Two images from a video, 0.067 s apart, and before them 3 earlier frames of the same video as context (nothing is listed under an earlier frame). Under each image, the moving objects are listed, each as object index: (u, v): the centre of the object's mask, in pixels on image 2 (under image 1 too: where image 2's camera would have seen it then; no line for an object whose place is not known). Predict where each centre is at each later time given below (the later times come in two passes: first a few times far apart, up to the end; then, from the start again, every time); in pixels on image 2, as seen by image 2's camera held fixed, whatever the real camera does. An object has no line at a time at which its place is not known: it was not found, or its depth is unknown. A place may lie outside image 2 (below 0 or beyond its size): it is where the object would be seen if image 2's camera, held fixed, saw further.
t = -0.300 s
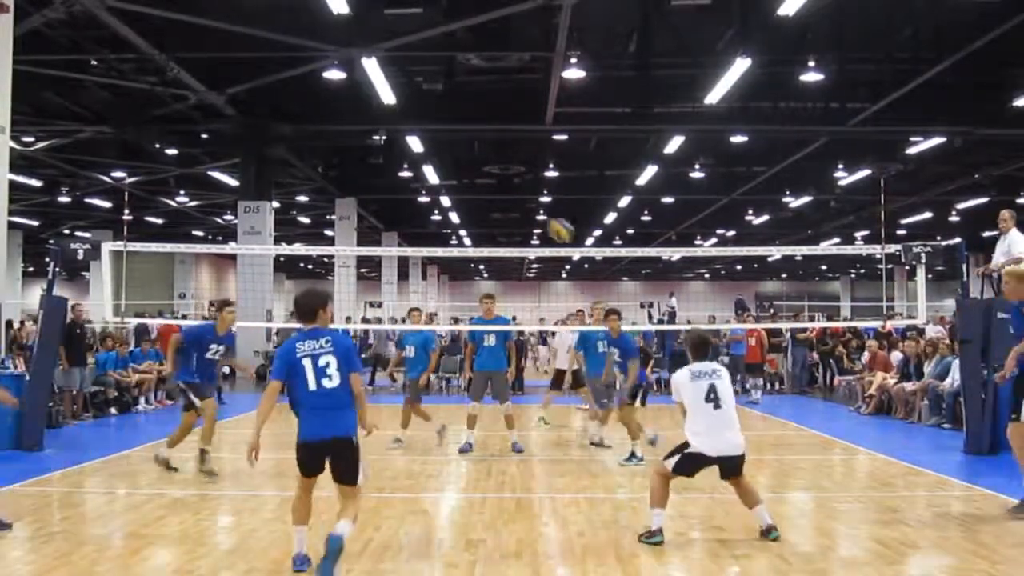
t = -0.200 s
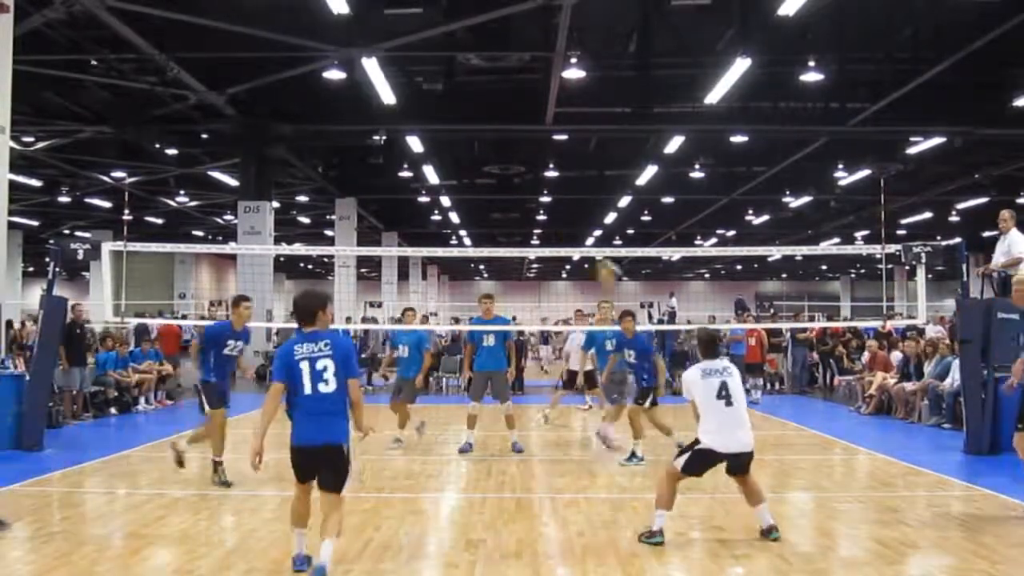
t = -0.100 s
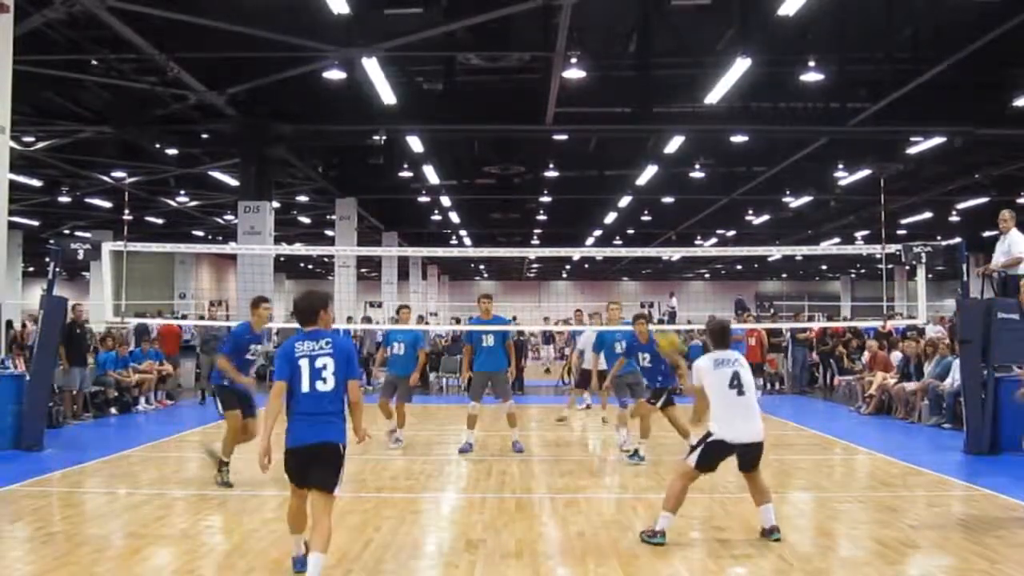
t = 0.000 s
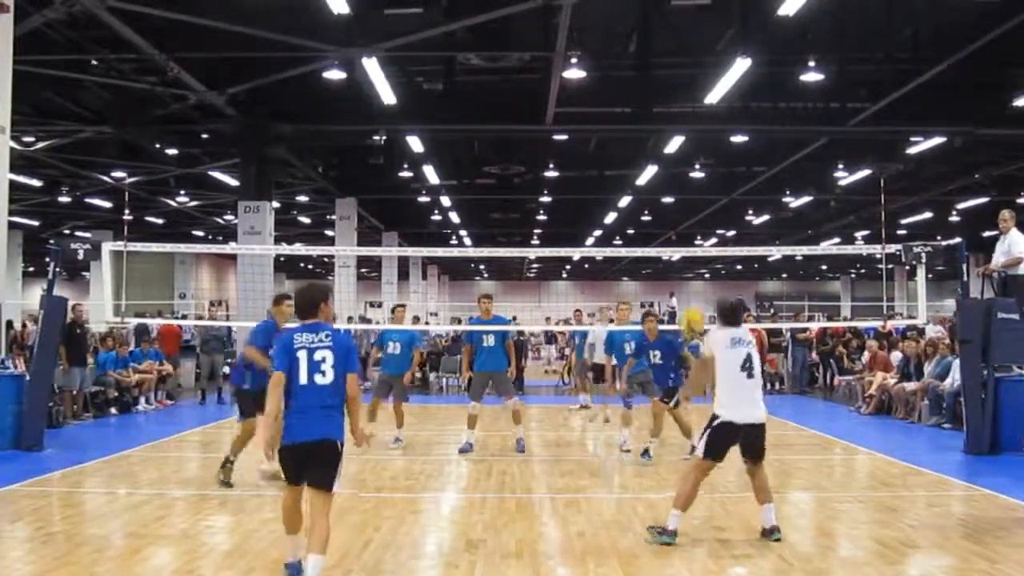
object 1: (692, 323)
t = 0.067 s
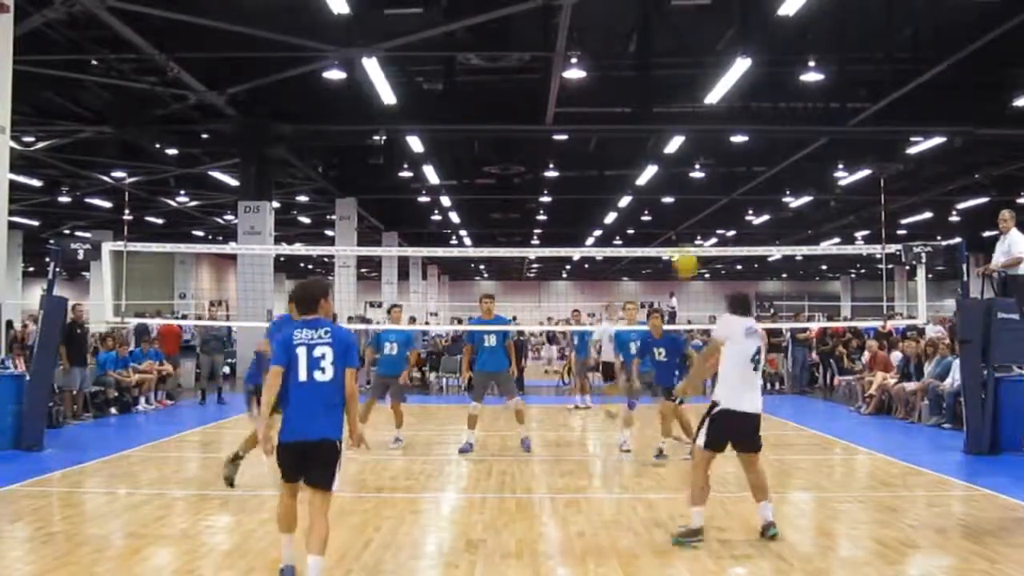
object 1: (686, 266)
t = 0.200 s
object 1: (673, 167)
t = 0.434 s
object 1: (657, 63)
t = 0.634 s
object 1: (645, 31)
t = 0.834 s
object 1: (635, 39)
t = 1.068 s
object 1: (624, 99)
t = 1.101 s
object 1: (622, 111)
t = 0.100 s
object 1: (682, 232)
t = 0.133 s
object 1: (680, 210)
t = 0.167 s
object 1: (677, 186)
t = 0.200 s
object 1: (673, 167)
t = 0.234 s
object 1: (671, 145)
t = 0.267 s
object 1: (670, 126)
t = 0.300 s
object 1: (667, 112)
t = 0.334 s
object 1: (665, 98)
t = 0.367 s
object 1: (662, 85)
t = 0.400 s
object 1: (659, 73)
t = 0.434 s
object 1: (657, 63)
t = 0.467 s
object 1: (656, 55)
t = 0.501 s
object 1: (653, 47)
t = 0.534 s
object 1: (651, 41)
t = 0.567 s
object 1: (650, 36)
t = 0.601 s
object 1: (647, 33)
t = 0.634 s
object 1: (645, 31)
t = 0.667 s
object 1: (643, 29)
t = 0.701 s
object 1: (641, 29)
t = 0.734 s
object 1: (639, 30)
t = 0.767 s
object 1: (638, 32)
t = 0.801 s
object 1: (636, 36)
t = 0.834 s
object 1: (635, 39)
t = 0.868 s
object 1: (633, 45)
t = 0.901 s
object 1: (632, 52)
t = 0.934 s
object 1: (630, 59)
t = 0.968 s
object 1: (628, 68)
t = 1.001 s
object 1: (627, 77)
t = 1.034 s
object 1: (625, 87)
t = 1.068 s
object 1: (624, 99)
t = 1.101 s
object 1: (622, 111)
